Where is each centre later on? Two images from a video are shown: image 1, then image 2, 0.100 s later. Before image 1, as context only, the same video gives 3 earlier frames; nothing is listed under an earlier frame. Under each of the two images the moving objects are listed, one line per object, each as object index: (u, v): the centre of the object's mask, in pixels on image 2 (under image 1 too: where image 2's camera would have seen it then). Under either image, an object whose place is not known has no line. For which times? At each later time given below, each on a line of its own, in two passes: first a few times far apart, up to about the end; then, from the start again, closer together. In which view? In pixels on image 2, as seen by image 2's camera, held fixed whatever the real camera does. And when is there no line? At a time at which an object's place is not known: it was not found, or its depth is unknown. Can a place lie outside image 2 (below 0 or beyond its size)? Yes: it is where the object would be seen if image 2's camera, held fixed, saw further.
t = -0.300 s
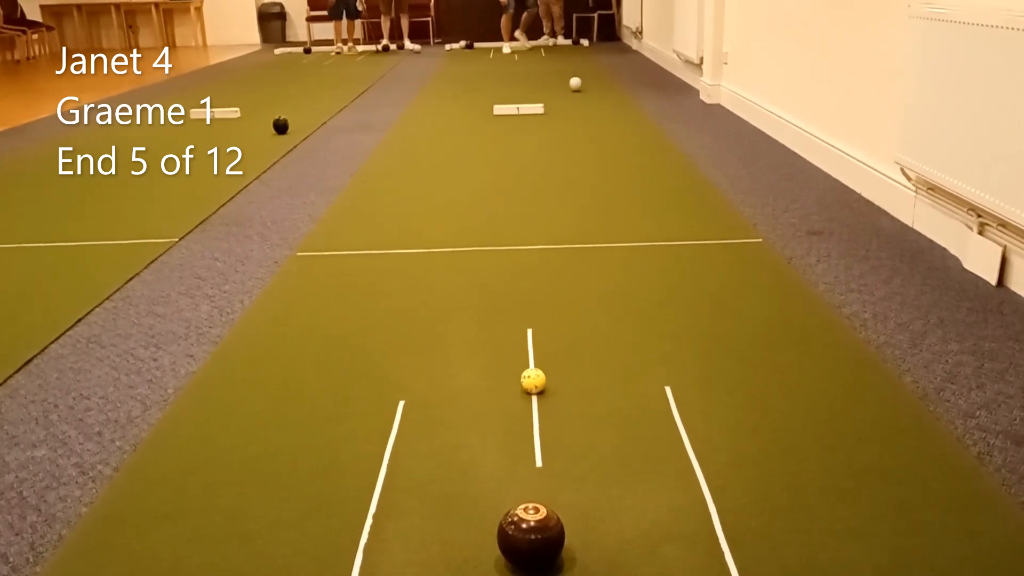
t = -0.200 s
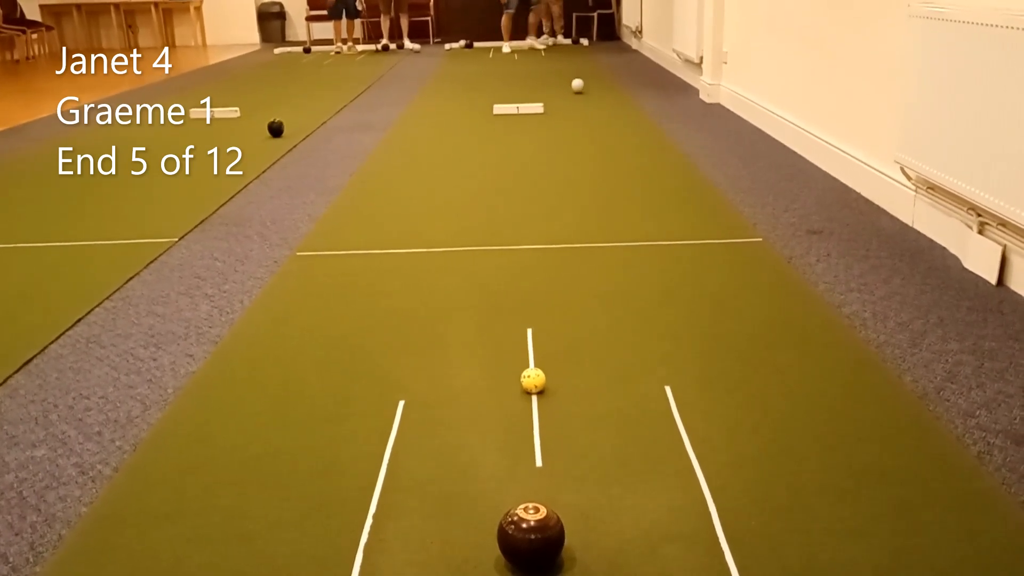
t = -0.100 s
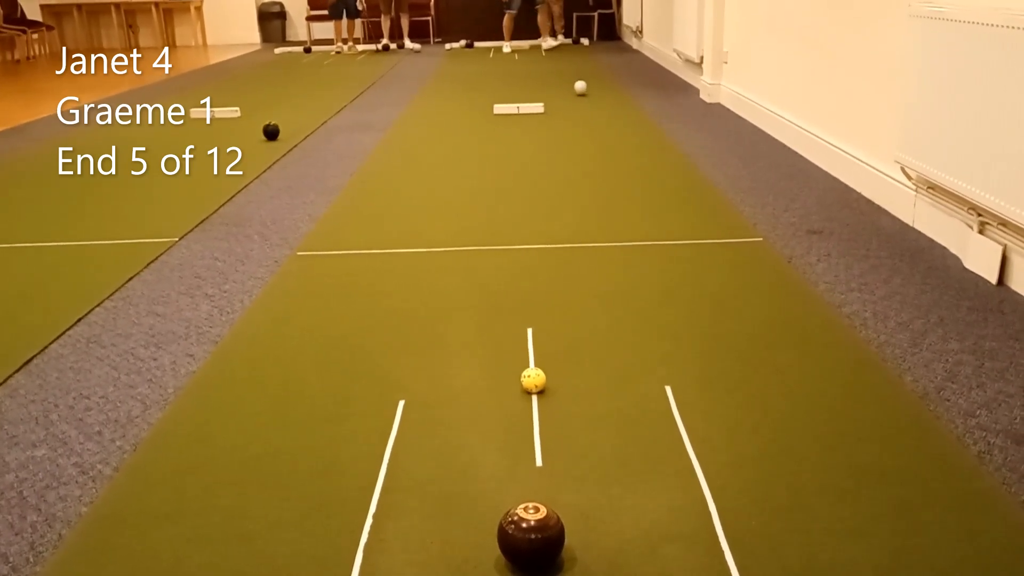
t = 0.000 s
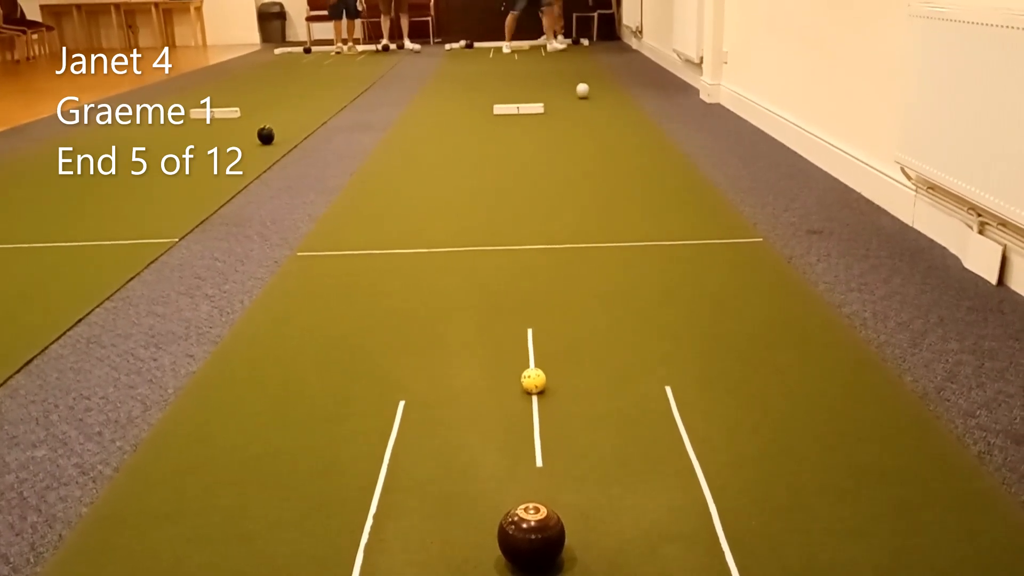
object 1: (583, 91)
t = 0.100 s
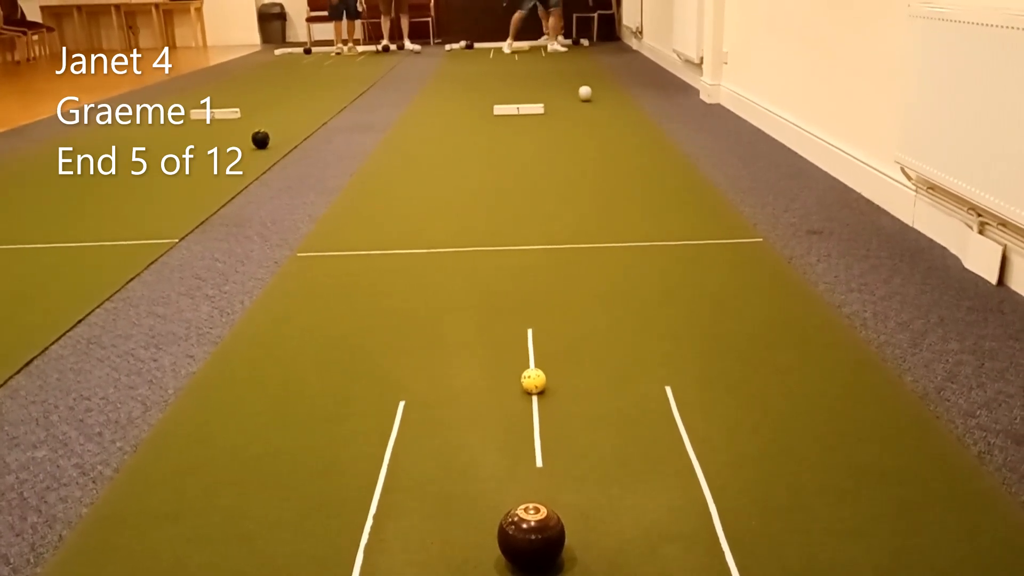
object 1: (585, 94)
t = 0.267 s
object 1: (589, 98)
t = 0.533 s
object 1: (595, 105)
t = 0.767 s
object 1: (599, 112)
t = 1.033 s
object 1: (605, 120)
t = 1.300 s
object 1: (610, 129)
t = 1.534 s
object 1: (615, 137)
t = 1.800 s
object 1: (619, 147)
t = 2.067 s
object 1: (624, 158)
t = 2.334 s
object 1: (628, 170)
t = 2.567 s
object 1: (631, 181)
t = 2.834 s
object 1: (633, 194)
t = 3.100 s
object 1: (634, 208)
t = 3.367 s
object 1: (634, 221)
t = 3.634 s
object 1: (632, 236)
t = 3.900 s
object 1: (629, 251)
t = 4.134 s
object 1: (627, 262)
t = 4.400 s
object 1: (624, 276)
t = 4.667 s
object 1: (620, 291)
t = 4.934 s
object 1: (616, 304)
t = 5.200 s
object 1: (612, 317)
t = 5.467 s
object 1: (605, 327)
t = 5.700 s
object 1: (598, 336)
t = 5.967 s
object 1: (591, 343)
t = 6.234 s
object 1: (584, 348)
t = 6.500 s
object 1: (580, 350)
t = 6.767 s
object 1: (578, 350)
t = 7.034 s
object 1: (579, 350)
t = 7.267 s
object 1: (579, 350)
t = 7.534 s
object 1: (579, 350)
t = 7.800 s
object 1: (579, 350)
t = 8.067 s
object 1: (579, 350)
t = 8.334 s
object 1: (579, 350)
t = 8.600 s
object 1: (579, 350)
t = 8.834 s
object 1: (579, 350)
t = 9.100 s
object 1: (579, 350)
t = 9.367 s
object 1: (579, 350)
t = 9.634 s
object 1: (579, 350)
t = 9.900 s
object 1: (579, 349)
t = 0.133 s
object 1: (586, 94)
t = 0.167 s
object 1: (586, 95)
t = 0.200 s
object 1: (587, 96)
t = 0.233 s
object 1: (588, 97)
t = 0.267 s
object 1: (589, 98)
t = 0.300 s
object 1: (590, 99)
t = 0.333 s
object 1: (590, 100)
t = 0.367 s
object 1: (591, 100)
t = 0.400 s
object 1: (592, 101)
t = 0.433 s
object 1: (592, 102)
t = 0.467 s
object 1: (593, 103)
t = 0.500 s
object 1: (594, 104)
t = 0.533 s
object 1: (595, 105)
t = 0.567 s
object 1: (595, 106)
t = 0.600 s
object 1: (596, 107)
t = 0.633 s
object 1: (596, 108)
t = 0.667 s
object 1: (597, 109)
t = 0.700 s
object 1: (598, 110)
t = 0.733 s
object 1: (598, 111)
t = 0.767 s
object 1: (599, 112)
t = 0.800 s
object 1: (600, 112)
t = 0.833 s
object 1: (601, 113)
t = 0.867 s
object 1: (601, 114)
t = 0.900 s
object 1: (602, 116)
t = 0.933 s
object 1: (603, 117)
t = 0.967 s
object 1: (603, 118)
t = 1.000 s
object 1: (604, 119)
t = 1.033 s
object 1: (605, 120)
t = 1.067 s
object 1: (605, 121)
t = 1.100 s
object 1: (606, 122)
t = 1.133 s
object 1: (607, 123)
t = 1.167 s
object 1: (607, 124)
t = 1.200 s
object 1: (608, 125)
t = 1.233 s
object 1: (609, 126)
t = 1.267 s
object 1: (610, 128)
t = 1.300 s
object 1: (610, 129)
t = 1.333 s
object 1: (611, 130)
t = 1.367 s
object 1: (611, 131)
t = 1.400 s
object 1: (612, 132)
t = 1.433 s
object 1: (613, 133)
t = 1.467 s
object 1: (613, 134)
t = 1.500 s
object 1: (614, 136)
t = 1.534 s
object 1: (615, 137)
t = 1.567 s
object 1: (615, 138)
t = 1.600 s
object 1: (616, 140)
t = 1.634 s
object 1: (616, 141)
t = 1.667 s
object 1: (617, 142)
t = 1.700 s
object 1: (618, 143)
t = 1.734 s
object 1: (618, 144)
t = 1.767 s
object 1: (619, 146)
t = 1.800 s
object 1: (619, 147)
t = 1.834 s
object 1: (620, 148)
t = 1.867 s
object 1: (620, 150)
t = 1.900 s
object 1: (621, 151)
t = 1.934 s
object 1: (621, 153)
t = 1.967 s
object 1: (622, 154)
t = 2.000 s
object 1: (623, 155)
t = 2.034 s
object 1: (623, 157)
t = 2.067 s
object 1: (624, 158)
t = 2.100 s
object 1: (624, 159)
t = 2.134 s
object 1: (625, 161)
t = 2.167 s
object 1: (625, 163)
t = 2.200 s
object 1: (625, 164)
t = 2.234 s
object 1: (626, 166)
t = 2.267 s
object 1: (627, 167)
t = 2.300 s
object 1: (627, 168)
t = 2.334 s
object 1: (628, 170)
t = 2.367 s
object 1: (628, 172)
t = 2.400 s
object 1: (629, 173)
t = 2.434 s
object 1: (629, 174)
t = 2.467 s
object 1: (630, 176)
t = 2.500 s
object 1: (630, 178)
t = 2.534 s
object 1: (630, 179)
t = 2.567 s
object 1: (631, 181)
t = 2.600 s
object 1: (631, 182)
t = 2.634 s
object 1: (631, 184)
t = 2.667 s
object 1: (632, 186)
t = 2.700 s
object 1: (632, 187)
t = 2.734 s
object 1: (632, 189)
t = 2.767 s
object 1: (633, 191)
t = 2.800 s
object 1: (633, 192)
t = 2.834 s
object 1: (633, 194)
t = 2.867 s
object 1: (633, 196)
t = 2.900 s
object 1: (633, 197)
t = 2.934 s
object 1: (633, 199)
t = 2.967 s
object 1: (634, 200)
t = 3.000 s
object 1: (634, 202)
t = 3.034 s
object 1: (634, 204)
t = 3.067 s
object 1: (634, 206)
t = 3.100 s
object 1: (634, 208)
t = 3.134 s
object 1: (634, 209)
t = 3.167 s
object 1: (634, 211)
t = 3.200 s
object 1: (634, 213)
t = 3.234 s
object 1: (634, 214)
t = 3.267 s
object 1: (634, 216)
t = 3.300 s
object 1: (634, 218)
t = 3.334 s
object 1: (634, 220)
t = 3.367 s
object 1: (634, 221)
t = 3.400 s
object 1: (634, 223)
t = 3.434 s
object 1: (633, 225)
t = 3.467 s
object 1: (633, 227)
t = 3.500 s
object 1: (633, 229)
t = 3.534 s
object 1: (633, 230)
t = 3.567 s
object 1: (632, 232)
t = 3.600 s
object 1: (632, 234)
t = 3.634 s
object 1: (632, 236)
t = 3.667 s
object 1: (631, 237)
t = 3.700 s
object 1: (631, 239)
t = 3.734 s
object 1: (631, 241)
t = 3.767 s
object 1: (631, 243)
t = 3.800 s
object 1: (630, 245)
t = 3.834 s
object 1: (630, 247)
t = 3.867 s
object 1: (630, 249)
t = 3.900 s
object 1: (629, 251)
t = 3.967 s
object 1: (629, 252)
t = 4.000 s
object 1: (629, 254)
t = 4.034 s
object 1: (628, 256)
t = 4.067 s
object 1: (628, 258)
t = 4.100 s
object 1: (627, 260)
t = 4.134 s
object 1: (627, 262)
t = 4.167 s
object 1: (627, 264)
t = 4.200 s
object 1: (626, 266)
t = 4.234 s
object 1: (626, 268)
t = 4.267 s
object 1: (625, 269)
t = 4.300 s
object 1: (625, 271)
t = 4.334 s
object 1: (624, 273)
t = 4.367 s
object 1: (624, 275)
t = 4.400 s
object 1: (624, 276)
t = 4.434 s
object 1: (623, 278)
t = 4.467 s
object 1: (623, 280)
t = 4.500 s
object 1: (622, 281)
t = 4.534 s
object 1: (622, 283)
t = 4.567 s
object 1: (622, 285)
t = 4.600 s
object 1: (621, 287)
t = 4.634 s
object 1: (621, 289)
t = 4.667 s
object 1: (620, 291)
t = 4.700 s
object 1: (620, 292)
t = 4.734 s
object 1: (619, 294)
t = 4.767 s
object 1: (619, 296)
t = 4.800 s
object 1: (618, 298)
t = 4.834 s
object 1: (618, 300)
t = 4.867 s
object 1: (617, 301)
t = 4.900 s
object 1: (616, 303)
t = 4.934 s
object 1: (616, 304)
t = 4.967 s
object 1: (615, 306)
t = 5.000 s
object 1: (615, 308)
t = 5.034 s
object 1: (614, 309)
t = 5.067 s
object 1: (614, 311)
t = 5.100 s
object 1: (613, 312)
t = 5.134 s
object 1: (613, 314)
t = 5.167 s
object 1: (612, 315)
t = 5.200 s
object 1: (612, 317)
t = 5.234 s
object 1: (611, 318)
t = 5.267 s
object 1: (610, 320)
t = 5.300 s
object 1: (610, 321)
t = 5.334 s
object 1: (609, 322)
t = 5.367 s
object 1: (608, 324)
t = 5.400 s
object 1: (607, 325)
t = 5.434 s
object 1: (606, 326)
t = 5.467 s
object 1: (605, 327)
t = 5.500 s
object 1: (604, 329)
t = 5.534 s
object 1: (603, 330)
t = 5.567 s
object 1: (602, 331)
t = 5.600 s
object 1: (601, 333)
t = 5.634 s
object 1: (600, 333)
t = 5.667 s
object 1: (599, 335)
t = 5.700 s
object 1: (598, 336)
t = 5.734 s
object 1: (597, 337)
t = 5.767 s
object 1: (596, 338)
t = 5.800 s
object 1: (596, 339)
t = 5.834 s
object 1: (595, 340)
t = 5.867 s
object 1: (594, 341)
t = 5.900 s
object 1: (593, 341)
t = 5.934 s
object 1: (592, 342)
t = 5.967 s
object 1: (591, 343)
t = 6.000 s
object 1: (590, 344)
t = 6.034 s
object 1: (589, 345)
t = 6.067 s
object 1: (588, 345)
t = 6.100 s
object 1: (588, 346)
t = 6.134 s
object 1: (587, 346)
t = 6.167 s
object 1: (586, 347)
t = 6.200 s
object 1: (585, 347)
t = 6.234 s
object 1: (584, 348)
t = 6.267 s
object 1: (584, 348)
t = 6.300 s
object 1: (583, 349)
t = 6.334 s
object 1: (582, 349)
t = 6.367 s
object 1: (582, 349)
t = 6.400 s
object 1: (581, 349)
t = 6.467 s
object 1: (580, 349)
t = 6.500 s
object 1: (580, 350)
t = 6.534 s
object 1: (579, 350)
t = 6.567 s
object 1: (579, 350)
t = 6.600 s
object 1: (579, 350)
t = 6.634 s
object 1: (578, 350)
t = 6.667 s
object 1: (578, 350)
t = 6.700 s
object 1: (578, 350)
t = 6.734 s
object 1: (578, 350)
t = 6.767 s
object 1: (578, 350)
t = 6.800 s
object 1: (578, 350)
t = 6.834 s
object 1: (578, 350)
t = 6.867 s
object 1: (579, 350)
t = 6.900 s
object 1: (579, 350)
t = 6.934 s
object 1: (579, 349)
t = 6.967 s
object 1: (579, 349)
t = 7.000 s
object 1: (579, 350)
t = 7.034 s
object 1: (579, 350)
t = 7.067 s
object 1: (579, 350)
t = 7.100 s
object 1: (579, 350)
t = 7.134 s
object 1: (579, 350)
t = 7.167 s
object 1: (579, 350)
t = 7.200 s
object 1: (579, 350)
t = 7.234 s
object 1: (579, 350)
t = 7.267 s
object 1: (579, 350)
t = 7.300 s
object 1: (579, 350)
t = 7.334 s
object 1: (579, 350)
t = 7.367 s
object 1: (579, 350)
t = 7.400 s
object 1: (579, 350)
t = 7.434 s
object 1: (579, 350)
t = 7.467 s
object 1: (579, 350)
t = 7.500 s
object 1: (579, 350)
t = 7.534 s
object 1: (579, 350)
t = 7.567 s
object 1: (579, 350)
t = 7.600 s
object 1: (579, 350)
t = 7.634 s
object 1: (579, 350)
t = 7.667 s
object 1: (579, 350)
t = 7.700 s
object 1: (579, 350)
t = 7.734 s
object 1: (579, 350)
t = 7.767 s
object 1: (579, 350)
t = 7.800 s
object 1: (579, 350)
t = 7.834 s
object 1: (579, 350)
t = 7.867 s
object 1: (579, 350)
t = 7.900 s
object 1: (579, 350)
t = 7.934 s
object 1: (579, 350)
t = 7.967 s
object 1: (579, 350)
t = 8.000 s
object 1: (579, 350)
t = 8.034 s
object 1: (579, 350)
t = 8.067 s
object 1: (579, 350)
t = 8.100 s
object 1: (579, 350)
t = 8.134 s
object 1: (579, 350)
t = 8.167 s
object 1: (579, 350)
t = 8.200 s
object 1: (579, 350)
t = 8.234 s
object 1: (579, 350)
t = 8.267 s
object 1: (579, 350)
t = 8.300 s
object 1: (579, 350)
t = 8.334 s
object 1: (579, 350)
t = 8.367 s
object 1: (579, 350)
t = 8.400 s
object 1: (579, 350)
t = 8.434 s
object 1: (579, 350)
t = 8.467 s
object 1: (579, 350)
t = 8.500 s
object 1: (579, 350)
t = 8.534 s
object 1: (579, 350)
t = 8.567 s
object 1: (579, 350)
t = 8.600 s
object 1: (579, 350)
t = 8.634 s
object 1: (579, 350)
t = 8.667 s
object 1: (579, 350)
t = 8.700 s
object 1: (579, 350)
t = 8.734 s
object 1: (579, 350)
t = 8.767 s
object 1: (579, 350)
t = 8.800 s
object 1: (579, 350)
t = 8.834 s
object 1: (579, 350)
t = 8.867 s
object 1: (579, 350)
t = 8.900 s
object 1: (579, 350)
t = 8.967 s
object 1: (579, 350)
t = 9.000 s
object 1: (579, 350)
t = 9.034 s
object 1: (579, 350)
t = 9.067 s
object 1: (579, 350)
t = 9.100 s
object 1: (579, 350)
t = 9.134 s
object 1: (579, 350)
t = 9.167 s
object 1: (579, 350)
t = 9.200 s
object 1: (579, 350)
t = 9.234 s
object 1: (579, 350)
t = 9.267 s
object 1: (579, 350)
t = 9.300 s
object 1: (579, 350)
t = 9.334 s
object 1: (579, 350)
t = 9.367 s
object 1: (579, 350)
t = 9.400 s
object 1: (579, 350)
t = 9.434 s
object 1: (579, 350)
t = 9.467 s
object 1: (579, 350)
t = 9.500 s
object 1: (579, 350)
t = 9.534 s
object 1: (579, 350)
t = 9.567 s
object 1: (579, 350)
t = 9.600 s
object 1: (579, 350)
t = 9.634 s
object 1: (579, 350)
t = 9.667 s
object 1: (579, 350)
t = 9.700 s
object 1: (579, 350)
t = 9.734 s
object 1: (578, 350)
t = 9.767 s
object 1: (579, 350)
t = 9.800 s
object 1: (579, 350)
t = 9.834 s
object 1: (579, 349)
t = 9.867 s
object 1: (579, 350)
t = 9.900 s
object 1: (579, 349)
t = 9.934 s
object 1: (579, 350)
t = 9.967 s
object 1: (579, 350)
